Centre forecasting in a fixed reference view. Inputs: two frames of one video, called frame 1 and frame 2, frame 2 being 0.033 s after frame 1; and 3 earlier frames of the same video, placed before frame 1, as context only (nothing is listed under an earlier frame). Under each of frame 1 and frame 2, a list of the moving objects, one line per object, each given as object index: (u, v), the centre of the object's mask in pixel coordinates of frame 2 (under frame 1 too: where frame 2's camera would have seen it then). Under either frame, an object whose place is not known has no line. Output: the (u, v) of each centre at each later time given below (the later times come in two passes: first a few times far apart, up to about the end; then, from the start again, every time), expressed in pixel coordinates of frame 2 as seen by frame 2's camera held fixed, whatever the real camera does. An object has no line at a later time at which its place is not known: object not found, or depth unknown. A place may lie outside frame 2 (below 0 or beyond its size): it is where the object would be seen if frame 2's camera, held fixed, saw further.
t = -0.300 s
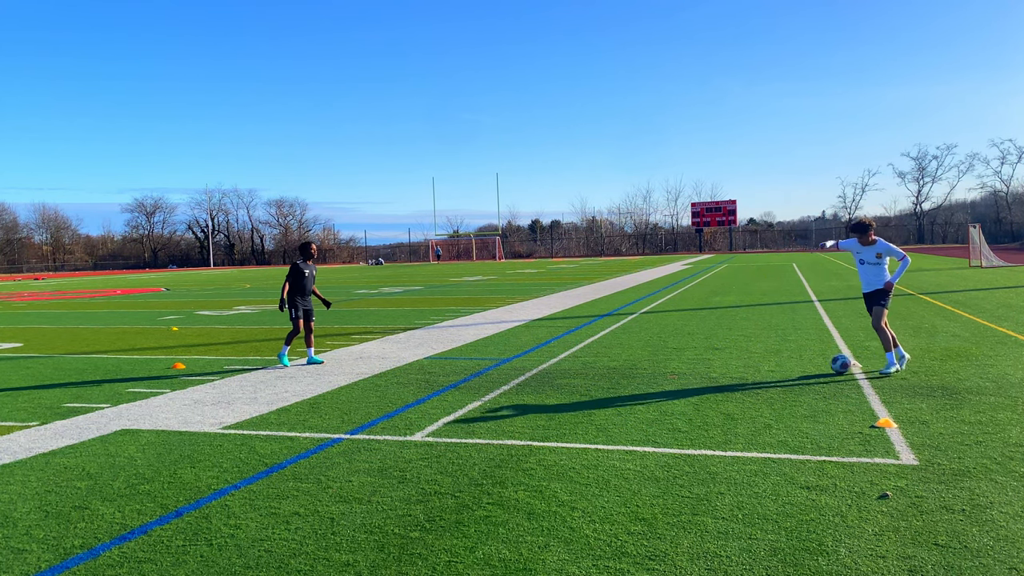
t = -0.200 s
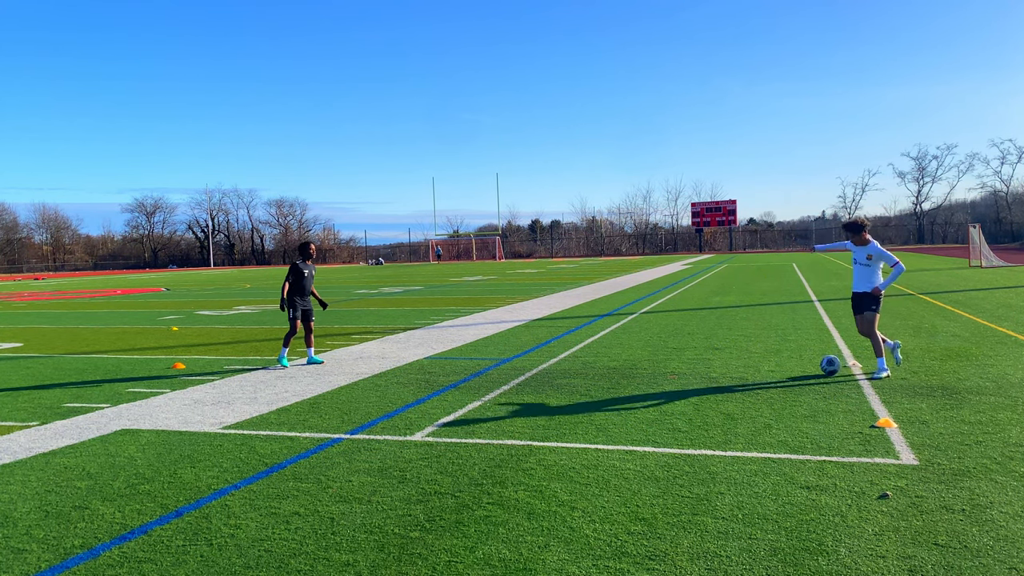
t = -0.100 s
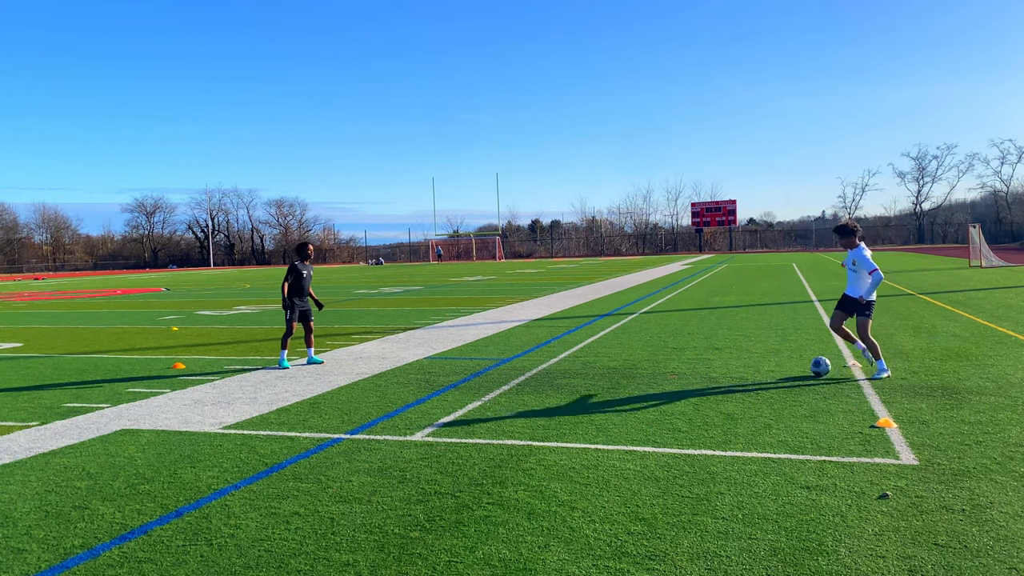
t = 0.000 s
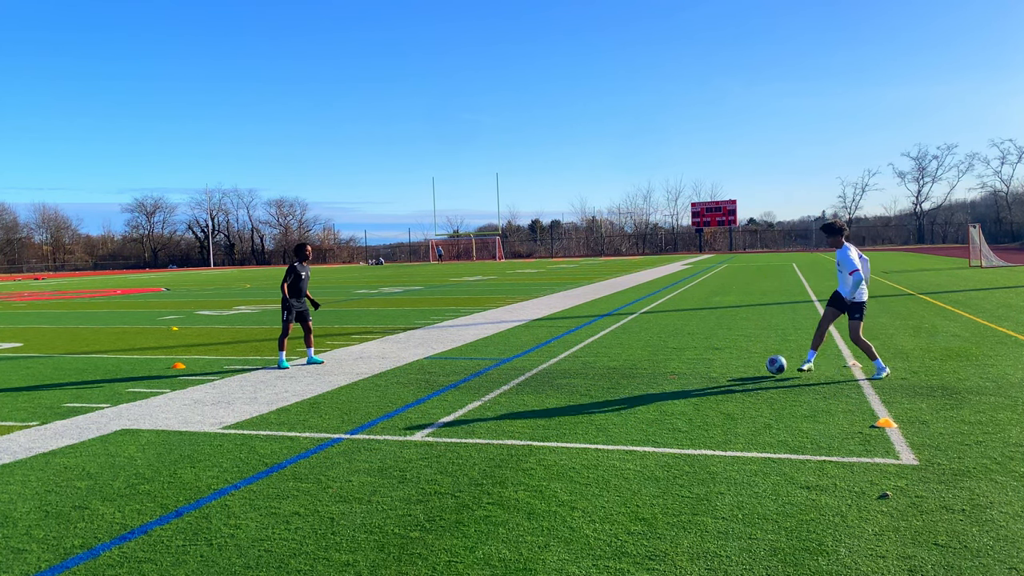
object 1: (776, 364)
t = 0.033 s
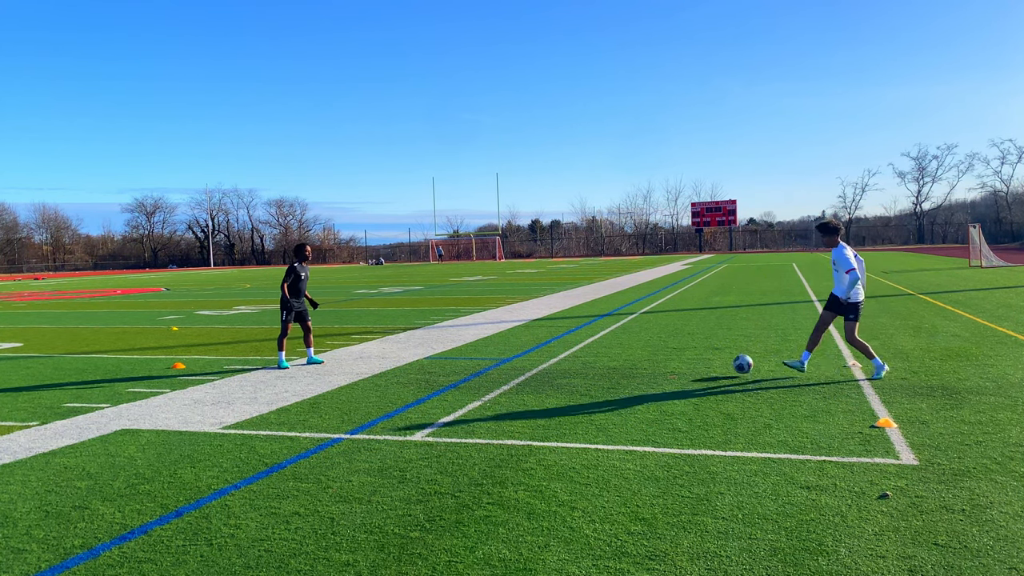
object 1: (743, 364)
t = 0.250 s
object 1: (548, 363)
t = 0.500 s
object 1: (370, 362)
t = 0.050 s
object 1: (726, 364)
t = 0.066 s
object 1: (710, 364)
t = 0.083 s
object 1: (693, 364)
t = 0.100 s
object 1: (677, 364)
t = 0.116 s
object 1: (661, 365)
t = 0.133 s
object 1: (646, 366)
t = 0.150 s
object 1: (630, 366)
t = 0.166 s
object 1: (616, 364)
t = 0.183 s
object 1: (602, 364)
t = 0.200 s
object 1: (589, 363)
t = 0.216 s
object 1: (575, 363)
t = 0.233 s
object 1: (561, 362)
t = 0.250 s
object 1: (548, 363)
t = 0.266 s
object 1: (534, 363)
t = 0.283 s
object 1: (521, 363)
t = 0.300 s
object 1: (508, 364)
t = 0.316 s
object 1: (495, 365)
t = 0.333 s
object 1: (482, 366)
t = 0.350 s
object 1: (471, 365)
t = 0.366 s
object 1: (459, 364)
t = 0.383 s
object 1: (448, 363)
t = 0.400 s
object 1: (436, 362)
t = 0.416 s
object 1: (425, 362)
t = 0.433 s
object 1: (414, 361)
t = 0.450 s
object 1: (403, 361)
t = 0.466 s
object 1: (392, 361)
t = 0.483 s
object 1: (381, 362)
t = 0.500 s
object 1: (370, 362)
